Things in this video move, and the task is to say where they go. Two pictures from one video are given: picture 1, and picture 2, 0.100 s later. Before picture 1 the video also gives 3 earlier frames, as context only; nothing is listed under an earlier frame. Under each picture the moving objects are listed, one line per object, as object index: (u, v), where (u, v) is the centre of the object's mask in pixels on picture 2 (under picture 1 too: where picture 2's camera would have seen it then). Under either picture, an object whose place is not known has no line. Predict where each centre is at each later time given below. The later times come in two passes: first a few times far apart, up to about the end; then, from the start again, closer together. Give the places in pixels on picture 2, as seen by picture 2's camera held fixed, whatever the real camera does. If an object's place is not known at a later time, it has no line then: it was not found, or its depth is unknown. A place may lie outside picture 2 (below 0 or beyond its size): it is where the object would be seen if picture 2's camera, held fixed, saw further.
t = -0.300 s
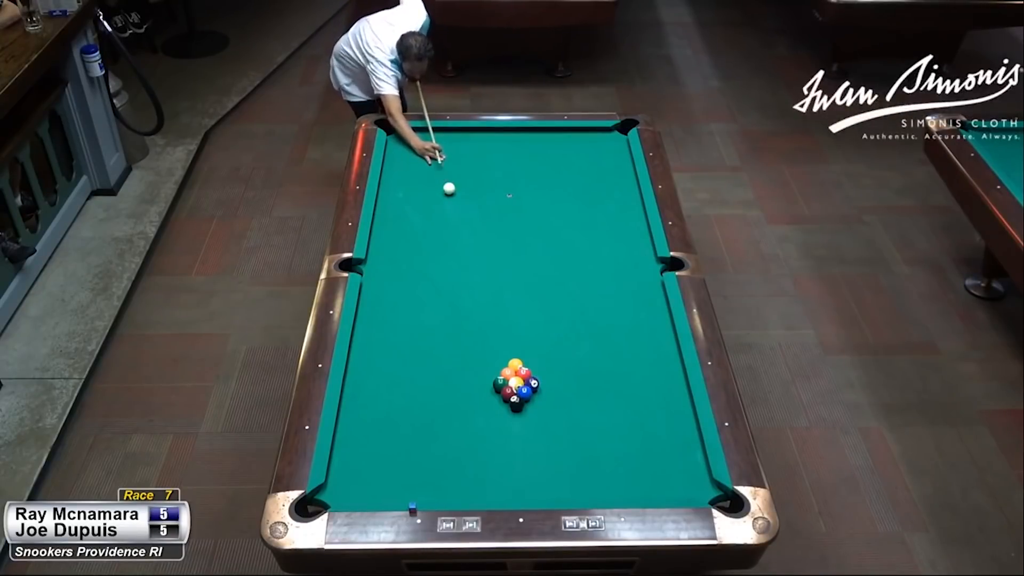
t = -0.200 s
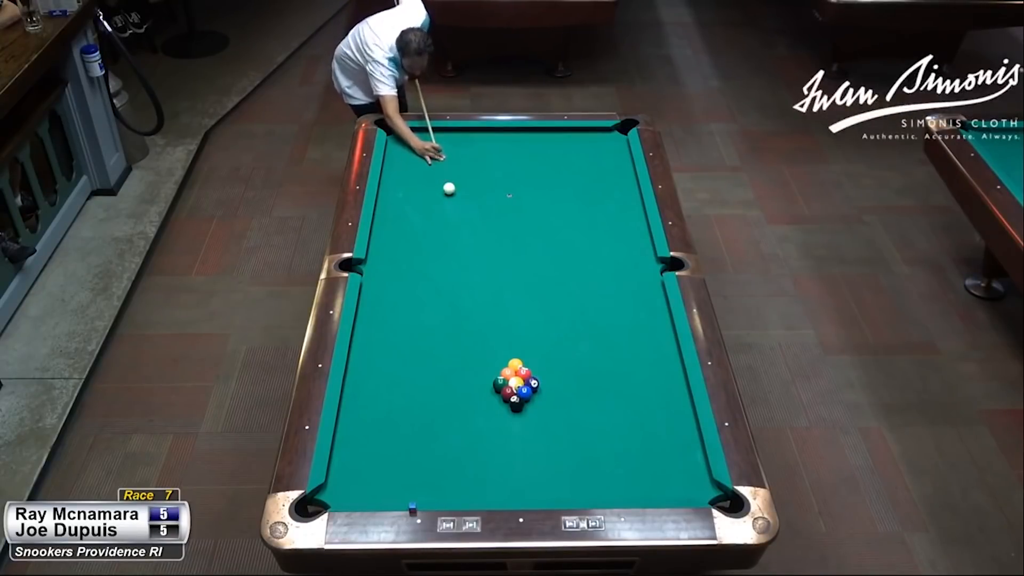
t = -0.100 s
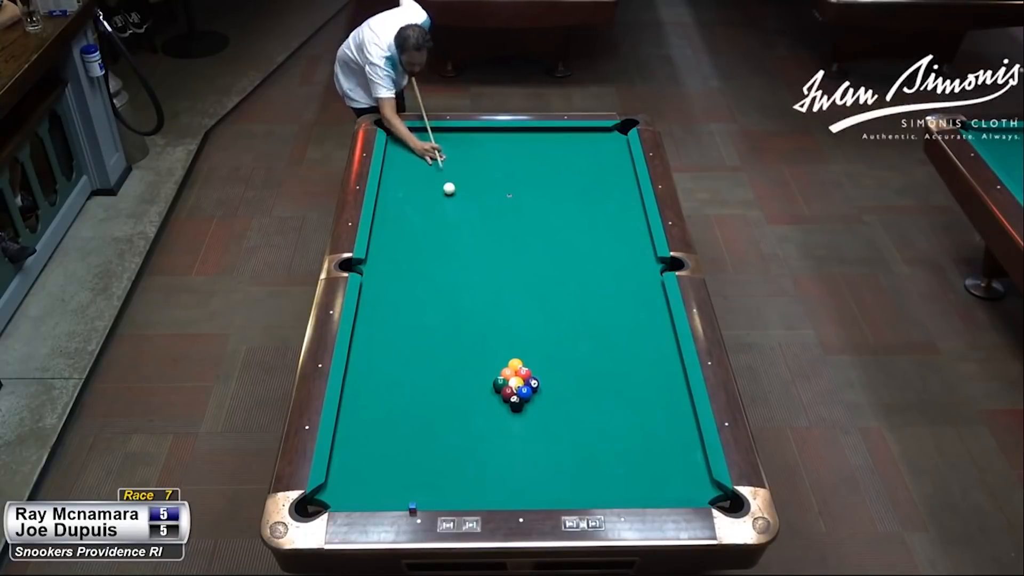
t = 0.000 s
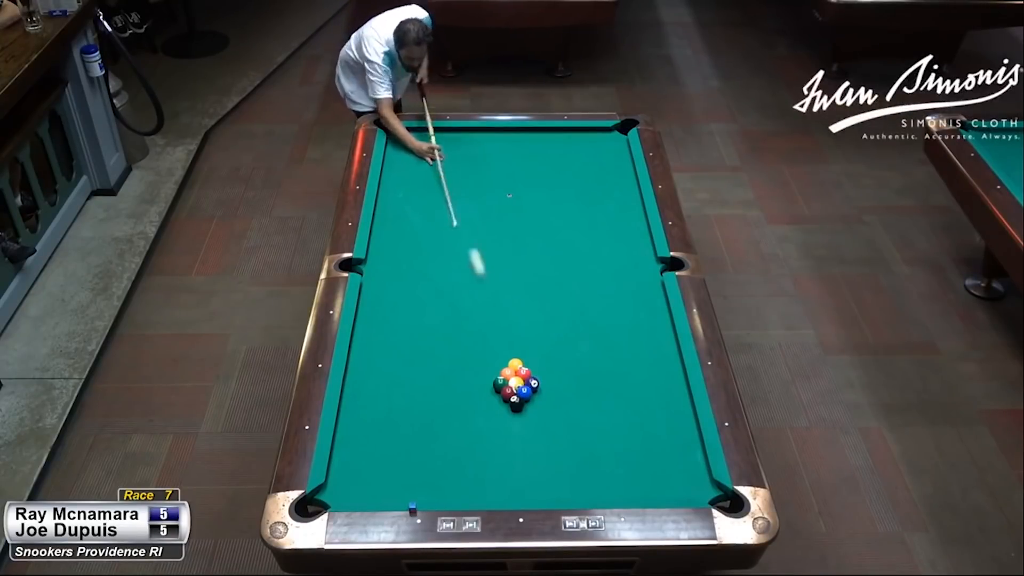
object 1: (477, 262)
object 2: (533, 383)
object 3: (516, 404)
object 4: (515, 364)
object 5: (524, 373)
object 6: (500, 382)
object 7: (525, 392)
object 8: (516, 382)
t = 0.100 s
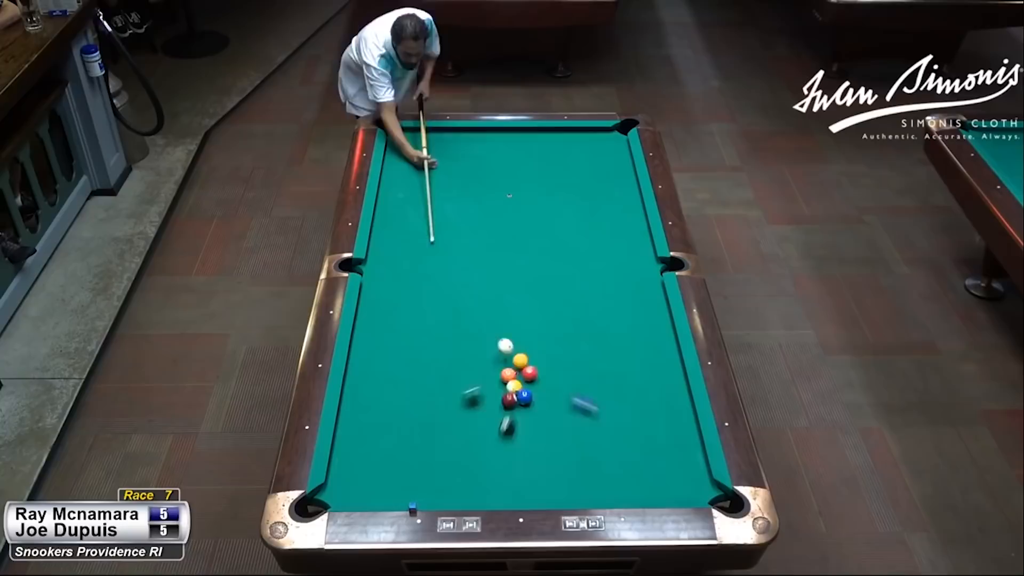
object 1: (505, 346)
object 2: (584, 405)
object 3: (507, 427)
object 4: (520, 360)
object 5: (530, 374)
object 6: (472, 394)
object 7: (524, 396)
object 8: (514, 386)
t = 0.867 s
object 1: (447, 315)
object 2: (394, 414)
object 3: (383, 339)
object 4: (612, 303)
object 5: (617, 345)
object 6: (511, 463)
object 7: (538, 455)
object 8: (483, 439)
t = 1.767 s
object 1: (472, 235)
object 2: (622, 258)
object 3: (463, 281)
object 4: (643, 258)
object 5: (649, 322)
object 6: (480, 416)
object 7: (691, 440)
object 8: (452, 491)
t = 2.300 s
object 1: (483, 200)
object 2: (598, 215)
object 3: (522, 255)
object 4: (618, 254)
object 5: (624, 315)
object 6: (467, 396)
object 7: (649, 440)
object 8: (445, 475)
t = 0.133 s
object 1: (503, 343)
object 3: (503, 438)
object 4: (522, 359)
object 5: (532, 373)
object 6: (459, 399)
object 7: (524, 398)
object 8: (513, 387)
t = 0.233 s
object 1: (488, 334)
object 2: (670, 459)
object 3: (479, 491)
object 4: (536, 352)
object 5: (545, 369)
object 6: (385, 432)
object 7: (525, 407)
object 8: (509, 396)
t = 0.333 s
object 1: (474, 339)
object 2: (589, 483)
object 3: (466, 454)
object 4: (548, 344)
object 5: (557, 364)
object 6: (350, 461)
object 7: (525, 414)
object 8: (505, 401)
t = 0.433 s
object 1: (461, 337)
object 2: (517, 488)
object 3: (454, 422)
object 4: (561, 336)
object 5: (568, 361)
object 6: (389, 474)
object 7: (527, 423)
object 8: (501, 408)
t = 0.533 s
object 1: (450, 337)
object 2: (456, 474)
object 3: (443, 392)
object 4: (573, 328)
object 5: (579, 357)
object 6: (427, 486)
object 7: (527, 431)
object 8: (497, 416)
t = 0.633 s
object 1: (441, 339)
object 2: (399, 460)
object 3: (434, 365)
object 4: (584, 321)
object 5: (590, 353)
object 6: (464, 493)
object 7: (527, 440)
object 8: (493, 422)
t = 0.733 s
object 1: (440, 334)
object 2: (342, 448)
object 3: (417, 350)
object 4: (595, 314)
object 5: (601, 350)
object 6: (498, 486)
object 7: (527, 447)
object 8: (489, 430)
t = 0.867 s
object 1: (447, 315)
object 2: (394, 414)
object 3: (383, 339)
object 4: (612, 303)
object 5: (617, 345)
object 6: (511, 463)
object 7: (538, 455)
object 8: (483, 439)
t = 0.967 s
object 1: (450, 305)
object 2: (426, 392)
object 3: (362, 331)
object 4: (622, 296)
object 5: (627, 341)
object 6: (506, 456)
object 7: (558, 452)
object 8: (479, 447)
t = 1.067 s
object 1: (453, 295)
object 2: (455, 372)
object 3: (371, 324)
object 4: (632, 290)
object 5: (636, 338)
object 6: (502, 450)
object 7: (576, 451)
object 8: (476, 452)
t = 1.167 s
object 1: (456, 285)
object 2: (483, 353)
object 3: (386, 317)
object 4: (641, 283)
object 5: (646, 335)
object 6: (499, 445)
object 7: (593, 450)
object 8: (472, 460)
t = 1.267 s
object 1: (459, 276)
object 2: (510, 334)
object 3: (399, 311)
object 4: (650, 278)
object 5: (655, 332)
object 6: (495, 440)
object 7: (610, 448)
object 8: (468, 467)
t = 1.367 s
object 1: (462, 267)
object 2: (535, 318)
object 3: (413, 304)
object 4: (655, 271)
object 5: (664, 329)
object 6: (492, 434)
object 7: (627, 446)
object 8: (465, 474)
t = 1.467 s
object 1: (465, 259)
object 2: (558, 302)
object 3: (426, 298)
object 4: (654, 266)
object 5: (665, 327)
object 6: (488, 429)
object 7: (643, 446)
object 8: (461, 479)
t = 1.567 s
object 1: (467, 251)
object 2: (581, 286)
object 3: (439, 292)
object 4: (654, 260)
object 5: (659, 325)
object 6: (486, 425)
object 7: (659, 444)
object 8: (458, 486)
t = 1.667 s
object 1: (470, 243)
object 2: (602, 271)
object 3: (451, 287)
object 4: (649, 259)
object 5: (654, 323)
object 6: (482, 420)
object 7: (675, 442)
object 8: (454, 491)
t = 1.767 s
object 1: (472, 235)
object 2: (622, 258)
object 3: (463, 281)
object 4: (643, 258)
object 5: (649, 322)
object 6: (480, 416)
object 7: (691, 440)
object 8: (452, 491)
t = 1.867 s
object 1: (474, 228)
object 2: (642, 244)
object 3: (475, 276)
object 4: (638, 257)
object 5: (643, 321)
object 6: (477, 412)
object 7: (690, 440)
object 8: (451, 487)
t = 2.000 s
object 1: (477, 219)
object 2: (632, 234)
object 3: (490, 269)
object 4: (631, 257)
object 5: (637, 319)
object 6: (473, 407)
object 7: (677, 440)
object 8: (449, 483)
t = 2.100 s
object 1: (479, 212)
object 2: (620, 227)
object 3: (501, 264)
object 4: (627, 256)
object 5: (632, 318)
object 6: (471, 403)
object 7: (667, 440)
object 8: (447, 480)
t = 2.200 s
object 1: (481, 206)
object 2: (609, 221)
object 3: (512, 259)
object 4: (622, 255)
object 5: (628, 316)
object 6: (469, 400)
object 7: (657, 439)
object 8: (446, 477)
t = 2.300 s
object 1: (483, 200)
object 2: (598, 215)
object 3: (522, 255)
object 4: (618, 254)
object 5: (624, 315)
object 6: (467, 396)
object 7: (649, 440)
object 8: (445, 475)
